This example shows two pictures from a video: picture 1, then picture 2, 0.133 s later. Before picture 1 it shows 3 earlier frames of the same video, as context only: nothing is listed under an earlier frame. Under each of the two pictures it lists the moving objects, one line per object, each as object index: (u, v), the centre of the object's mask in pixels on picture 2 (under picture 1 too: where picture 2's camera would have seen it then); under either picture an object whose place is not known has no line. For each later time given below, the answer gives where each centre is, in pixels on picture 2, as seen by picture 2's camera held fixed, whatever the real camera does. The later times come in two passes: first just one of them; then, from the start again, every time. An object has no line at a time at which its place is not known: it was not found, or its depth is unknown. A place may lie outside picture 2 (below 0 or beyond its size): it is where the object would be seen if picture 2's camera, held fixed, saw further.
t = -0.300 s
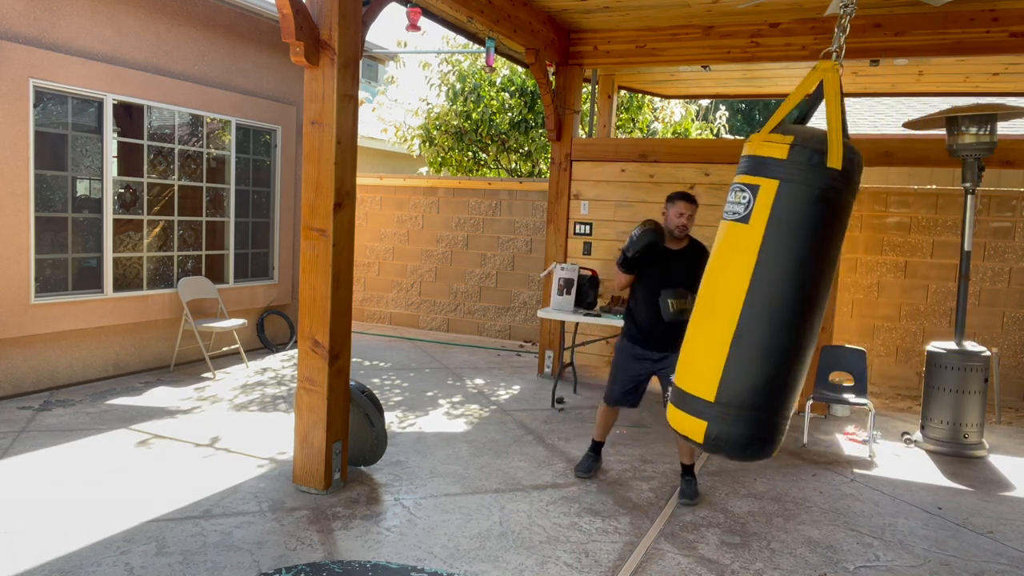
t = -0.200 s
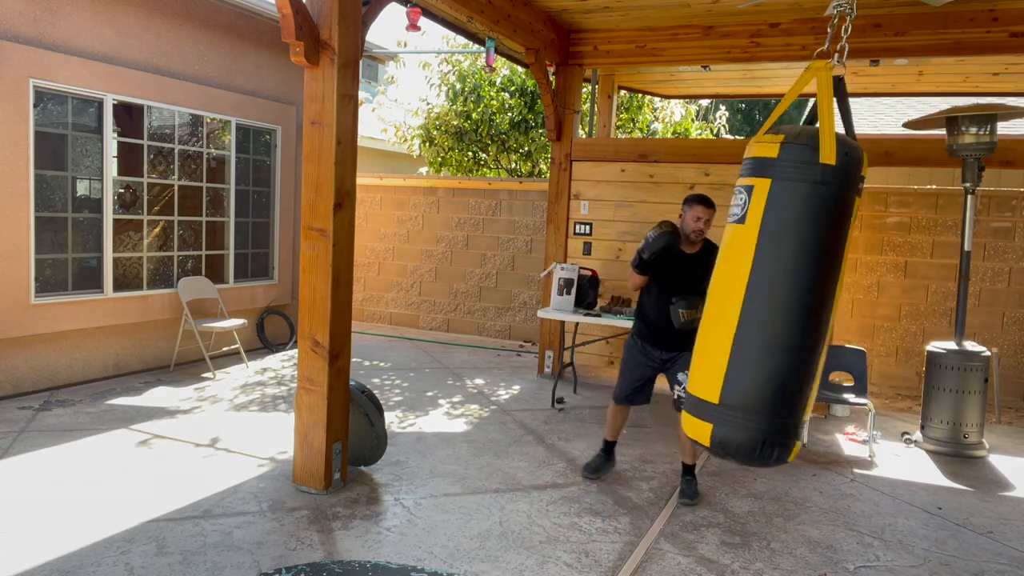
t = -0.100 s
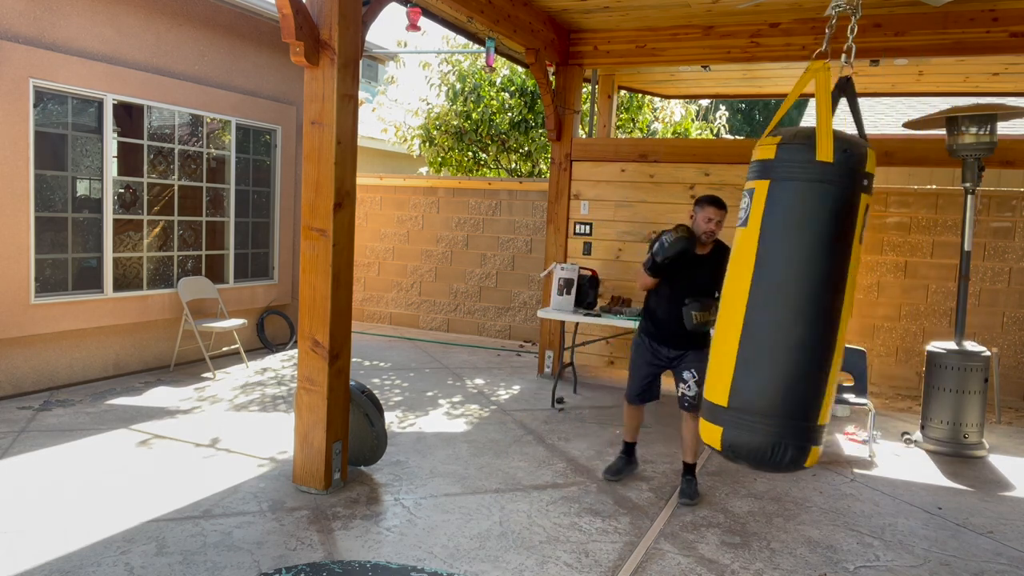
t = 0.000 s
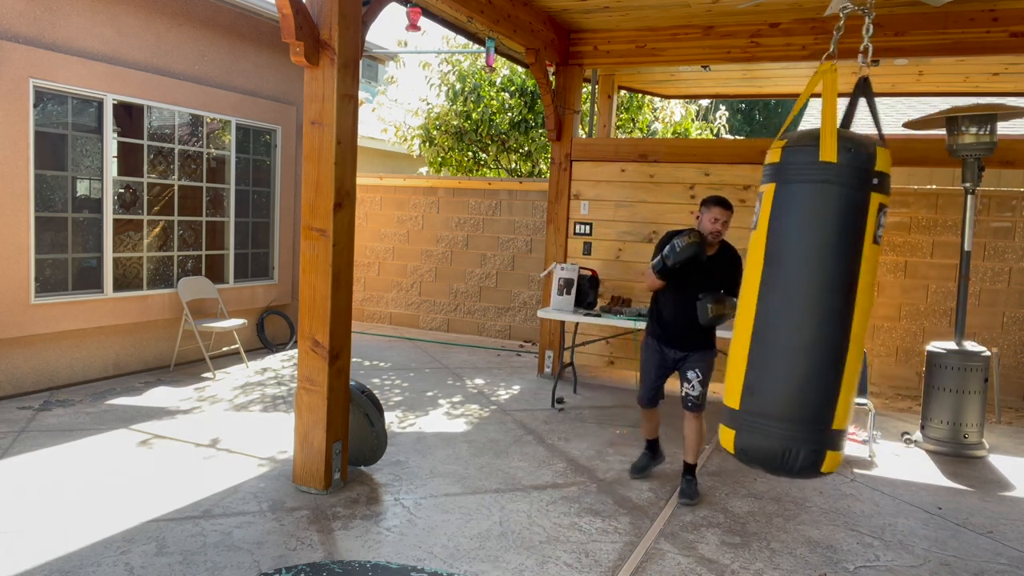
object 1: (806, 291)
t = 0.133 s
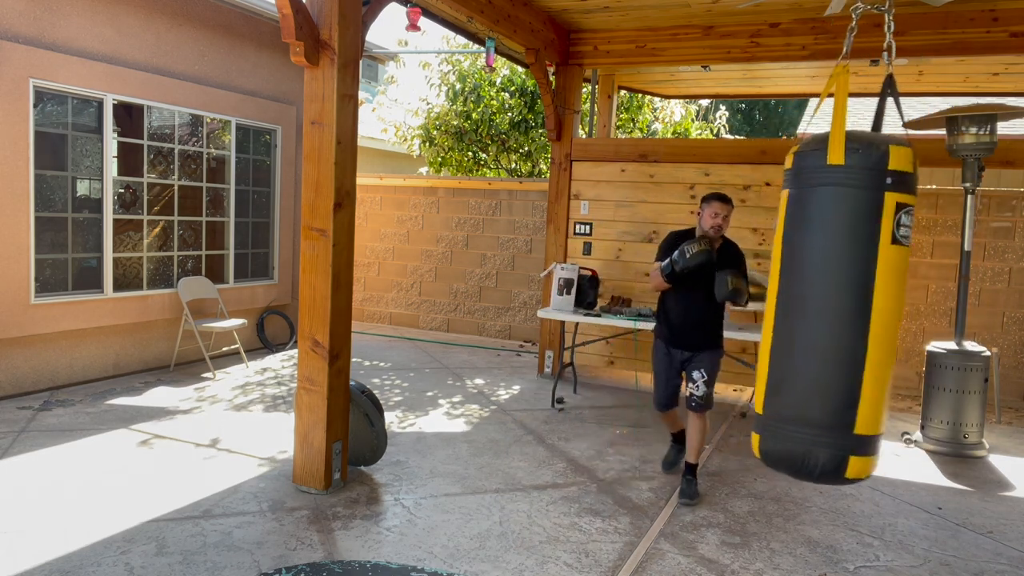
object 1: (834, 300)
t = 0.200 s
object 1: (849, 302)
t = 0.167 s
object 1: (841, 301)
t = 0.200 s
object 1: (849, 302)
